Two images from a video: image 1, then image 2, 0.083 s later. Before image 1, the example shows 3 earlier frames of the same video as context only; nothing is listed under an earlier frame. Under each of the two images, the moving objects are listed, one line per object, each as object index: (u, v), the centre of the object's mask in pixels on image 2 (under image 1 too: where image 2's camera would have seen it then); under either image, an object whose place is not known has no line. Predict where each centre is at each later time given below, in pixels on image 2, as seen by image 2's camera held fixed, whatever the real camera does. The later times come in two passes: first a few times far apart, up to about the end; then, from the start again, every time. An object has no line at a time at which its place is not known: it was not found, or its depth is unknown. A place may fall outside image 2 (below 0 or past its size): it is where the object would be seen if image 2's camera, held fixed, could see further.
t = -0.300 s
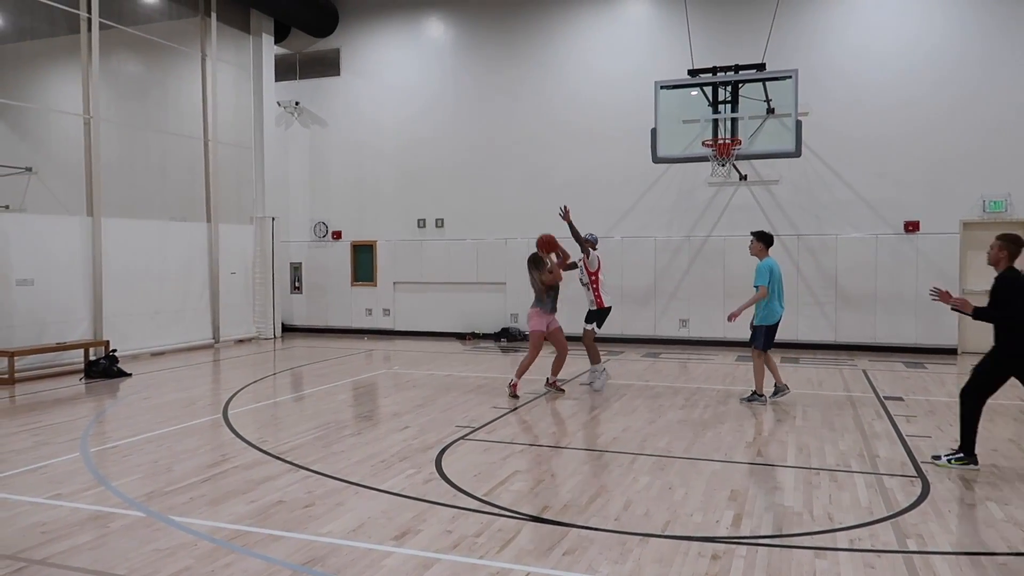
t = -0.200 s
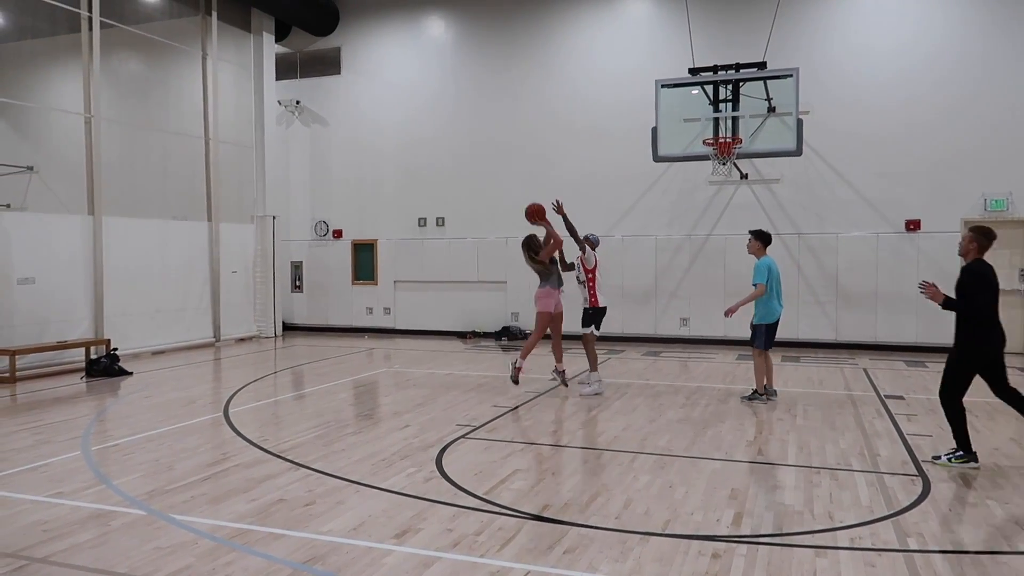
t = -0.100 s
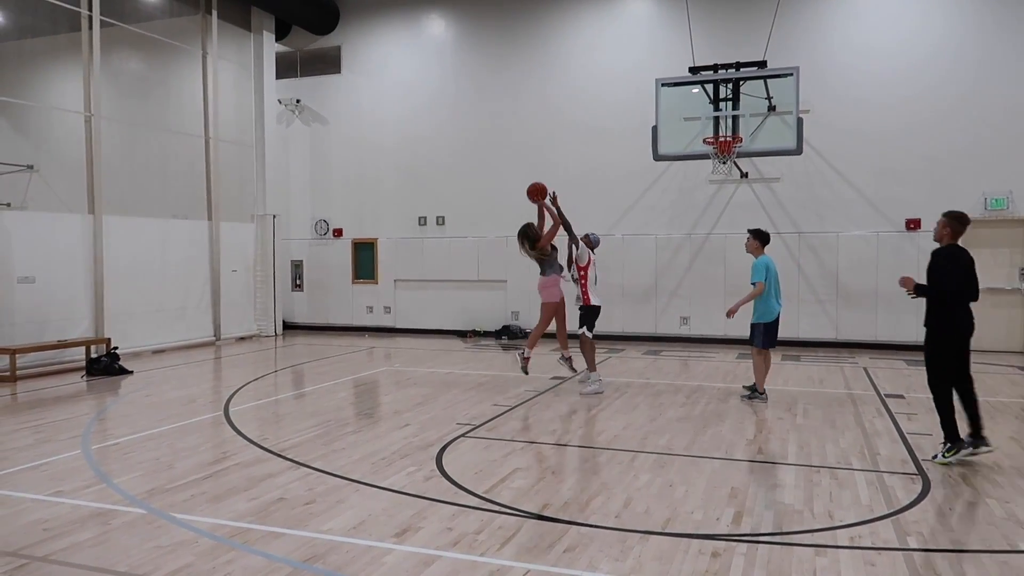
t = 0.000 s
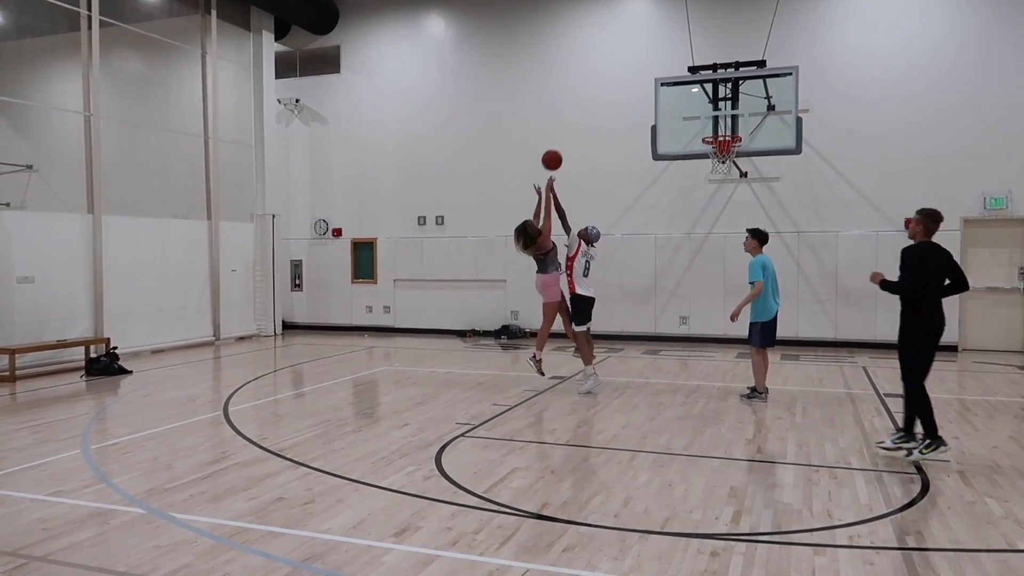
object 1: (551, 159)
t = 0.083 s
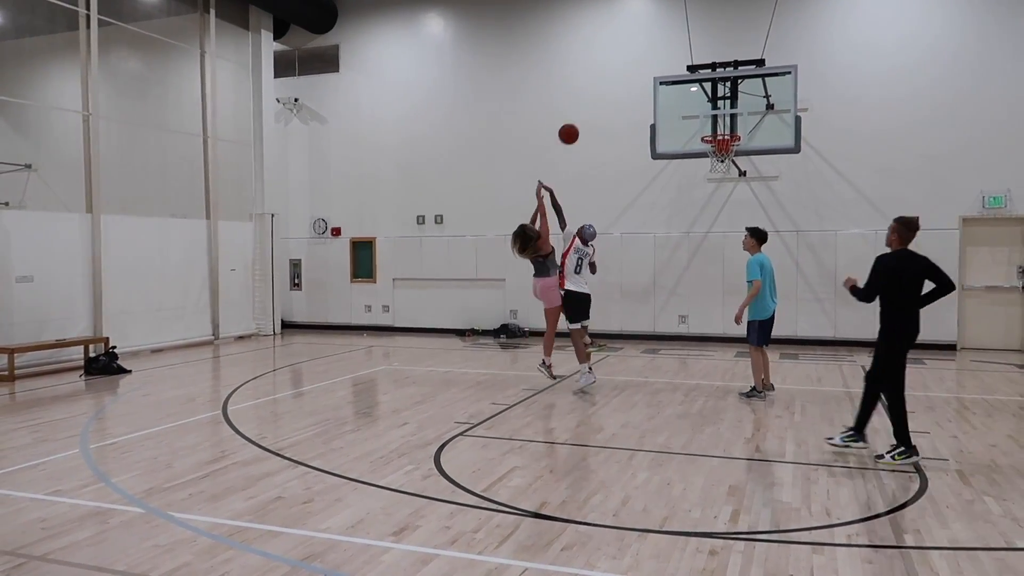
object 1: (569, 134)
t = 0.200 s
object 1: (593, 109)
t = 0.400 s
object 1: (632, 95)
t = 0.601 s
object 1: (669, 113)
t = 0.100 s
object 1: (572, 129)
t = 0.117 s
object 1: (576, 125)
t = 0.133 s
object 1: (579, 121)
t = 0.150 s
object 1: (582, 118)
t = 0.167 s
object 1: (586, 115)
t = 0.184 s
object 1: (589, 112)
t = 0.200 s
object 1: (593, 109)
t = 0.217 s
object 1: (596, 106)
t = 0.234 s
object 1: (599, 104)
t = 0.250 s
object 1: (603, 102)
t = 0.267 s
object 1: (606, 100)
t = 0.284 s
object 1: (609, 99)
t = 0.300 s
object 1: (613, 97)
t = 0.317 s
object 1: (616, 96)
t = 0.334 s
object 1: (619, 96)
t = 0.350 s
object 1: (622, 95)
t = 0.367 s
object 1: (626, 95)
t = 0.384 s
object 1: (629, 95)
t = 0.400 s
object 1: (632, 95)
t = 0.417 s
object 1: (635, 95)
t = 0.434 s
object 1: (638, 95)
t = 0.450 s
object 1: (641, 96)
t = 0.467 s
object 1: (645, 97)
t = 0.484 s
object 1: (648, 99)
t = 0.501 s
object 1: (651, 100)
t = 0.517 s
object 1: (654, 102)
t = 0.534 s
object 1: (657, 104)
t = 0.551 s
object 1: (660, 106)
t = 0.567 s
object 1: (663, 108)
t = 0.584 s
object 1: (666, 110)
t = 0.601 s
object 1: (669, 113)
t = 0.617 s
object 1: (672, 116)
